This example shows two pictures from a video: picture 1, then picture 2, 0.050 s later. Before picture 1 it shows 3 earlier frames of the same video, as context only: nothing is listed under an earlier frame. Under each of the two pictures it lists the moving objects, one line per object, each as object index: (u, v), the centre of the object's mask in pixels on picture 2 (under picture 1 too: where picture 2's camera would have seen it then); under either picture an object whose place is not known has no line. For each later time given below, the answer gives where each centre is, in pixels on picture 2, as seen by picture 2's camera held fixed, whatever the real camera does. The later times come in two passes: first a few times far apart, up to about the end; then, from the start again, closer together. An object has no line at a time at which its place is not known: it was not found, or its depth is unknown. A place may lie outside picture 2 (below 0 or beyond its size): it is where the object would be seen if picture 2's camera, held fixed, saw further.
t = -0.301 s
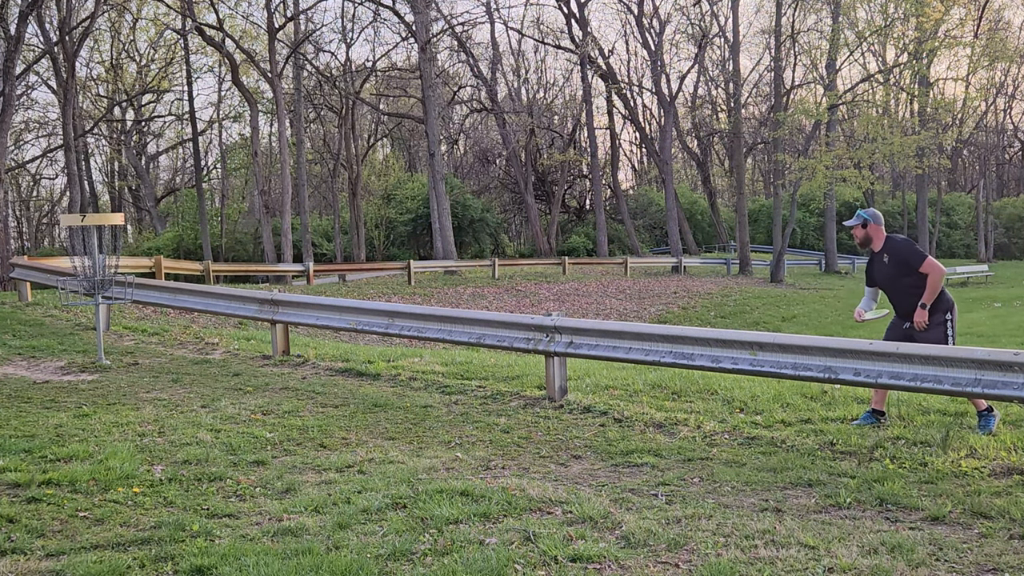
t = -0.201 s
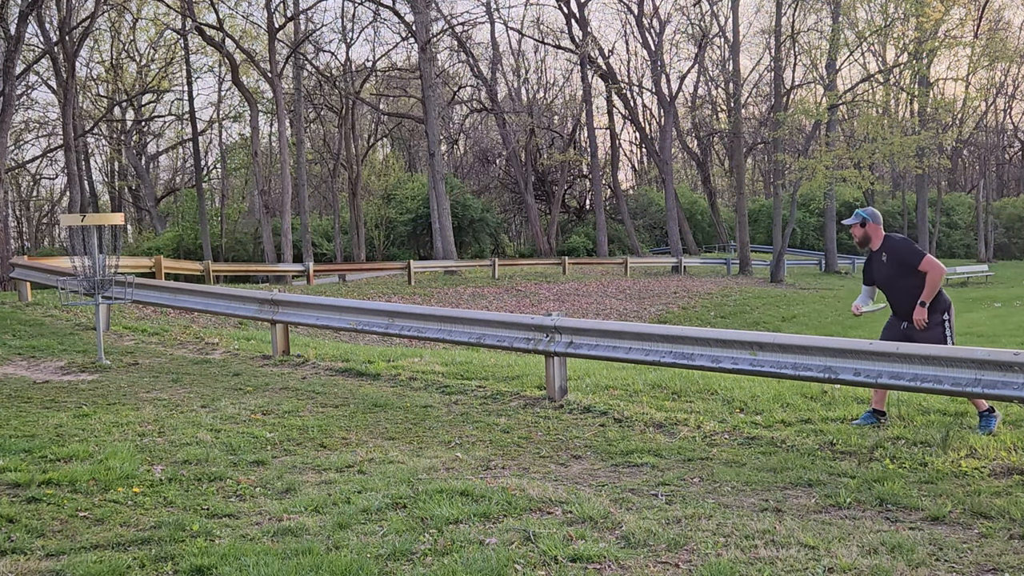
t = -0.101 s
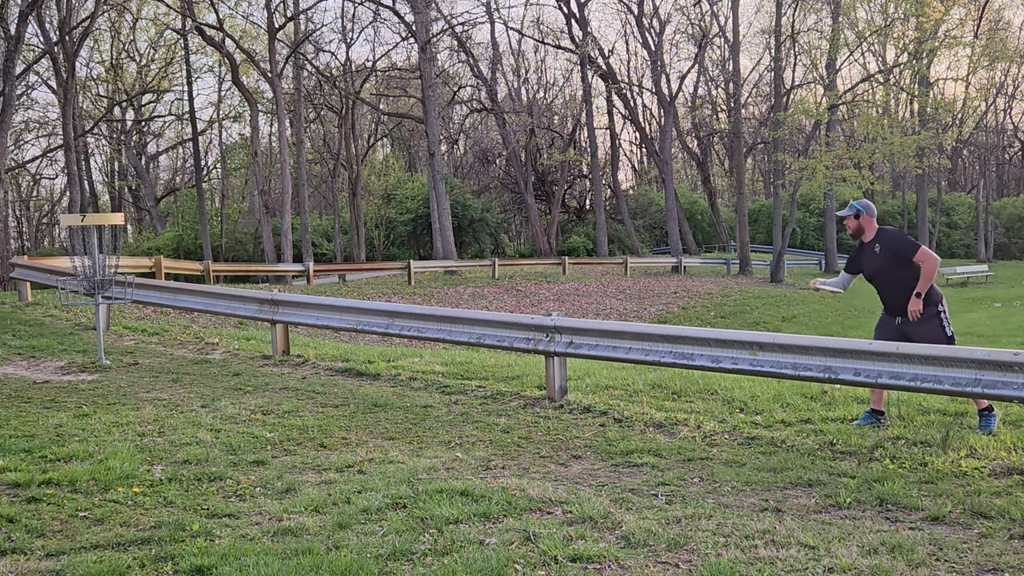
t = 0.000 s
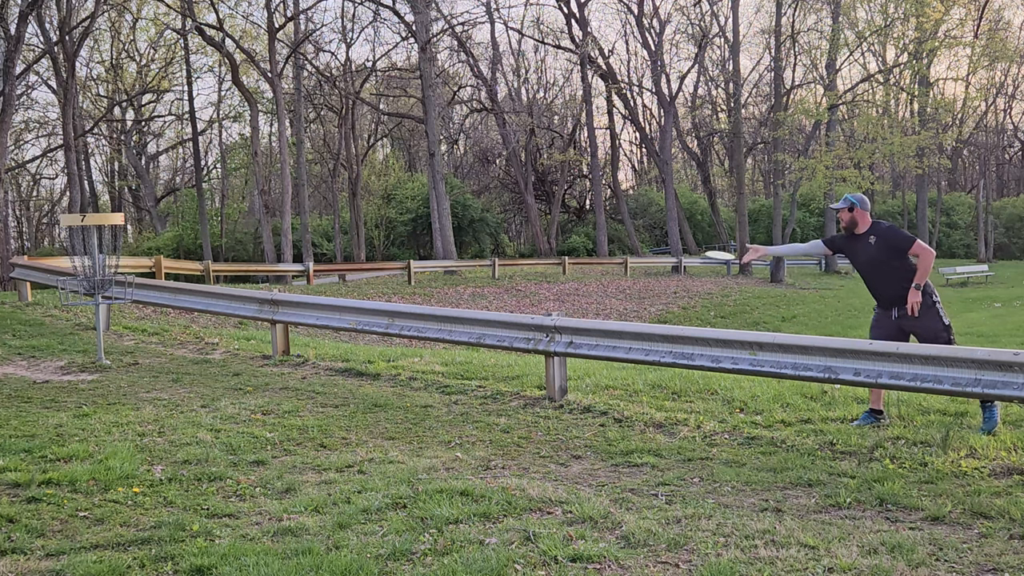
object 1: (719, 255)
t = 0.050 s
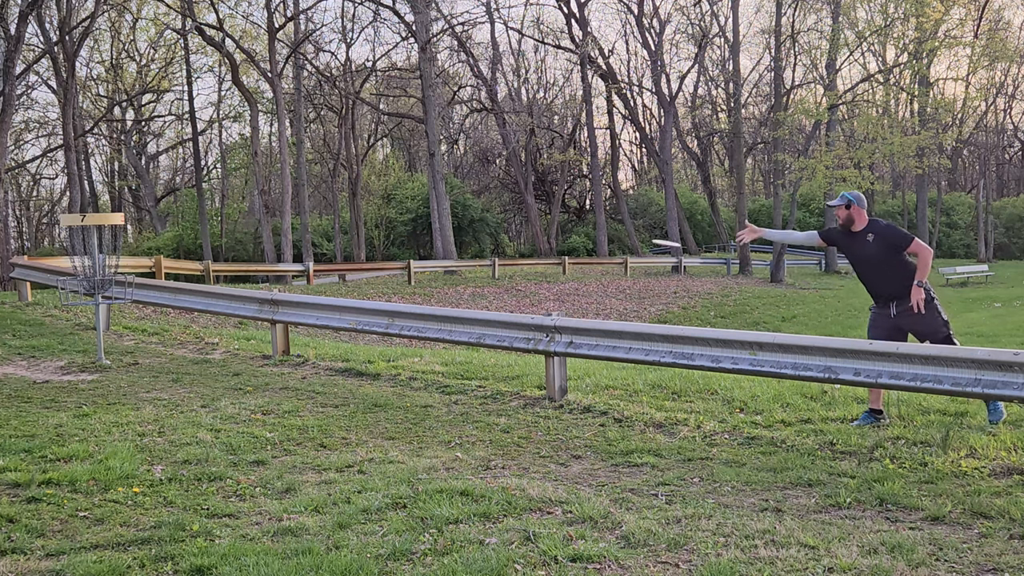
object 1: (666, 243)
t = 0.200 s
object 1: (520, 221)
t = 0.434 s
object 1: (331, 213)
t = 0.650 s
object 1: (184, 221)
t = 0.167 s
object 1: (550, 225)
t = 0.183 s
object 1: (535, 223)
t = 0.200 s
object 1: (520, 221)
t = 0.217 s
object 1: (505, 219)
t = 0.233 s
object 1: (490, 218)
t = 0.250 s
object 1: (476, 217)
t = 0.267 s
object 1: (462, 216)
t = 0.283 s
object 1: (448, 215)
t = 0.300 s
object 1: (434, 214)
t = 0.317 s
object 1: (420, 214)
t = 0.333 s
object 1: (407, 214)
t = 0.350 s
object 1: (394, 213)
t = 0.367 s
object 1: (381, 213)
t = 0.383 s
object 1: (368, 213)
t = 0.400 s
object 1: (355, 213)
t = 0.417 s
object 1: (343, 213)
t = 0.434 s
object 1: (331, 213)
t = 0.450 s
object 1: (319, 213)
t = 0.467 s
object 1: (306, 214)
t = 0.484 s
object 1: (295, 214)
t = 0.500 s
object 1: (283, 214)
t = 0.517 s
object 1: (272, 215)
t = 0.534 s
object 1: (260, 215)
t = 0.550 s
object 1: (249, 216)
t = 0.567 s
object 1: (238, 217)
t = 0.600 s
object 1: (216, 218)
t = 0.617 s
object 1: (205, 219)
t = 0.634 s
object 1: (194, 220)
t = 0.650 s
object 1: (184, 221)
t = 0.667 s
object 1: (173, 222)
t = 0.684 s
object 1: (163, 224)
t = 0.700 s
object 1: (152, 225)
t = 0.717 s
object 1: (142, 226)
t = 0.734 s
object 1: (132, 228)
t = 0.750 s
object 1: (122, 230)
